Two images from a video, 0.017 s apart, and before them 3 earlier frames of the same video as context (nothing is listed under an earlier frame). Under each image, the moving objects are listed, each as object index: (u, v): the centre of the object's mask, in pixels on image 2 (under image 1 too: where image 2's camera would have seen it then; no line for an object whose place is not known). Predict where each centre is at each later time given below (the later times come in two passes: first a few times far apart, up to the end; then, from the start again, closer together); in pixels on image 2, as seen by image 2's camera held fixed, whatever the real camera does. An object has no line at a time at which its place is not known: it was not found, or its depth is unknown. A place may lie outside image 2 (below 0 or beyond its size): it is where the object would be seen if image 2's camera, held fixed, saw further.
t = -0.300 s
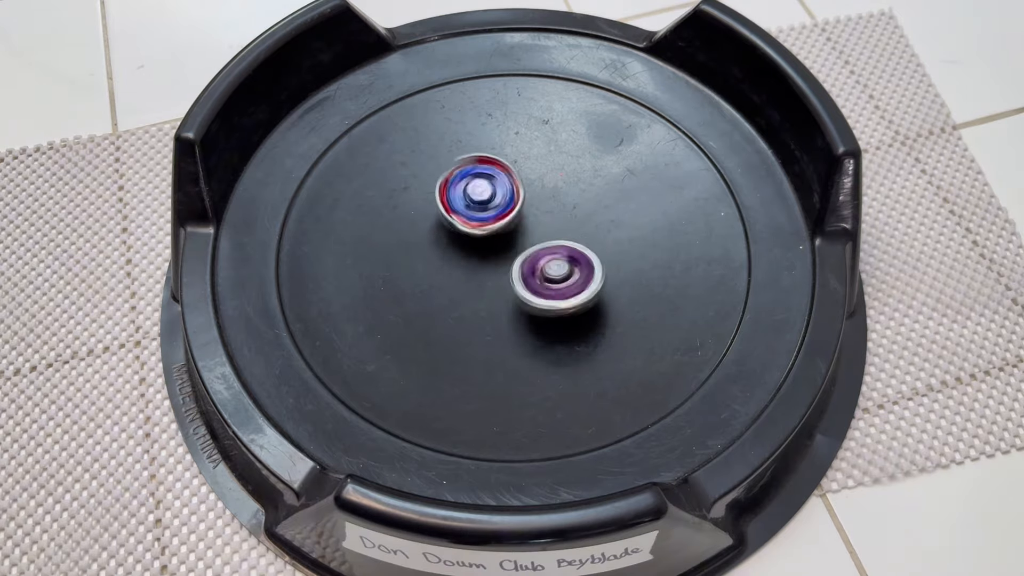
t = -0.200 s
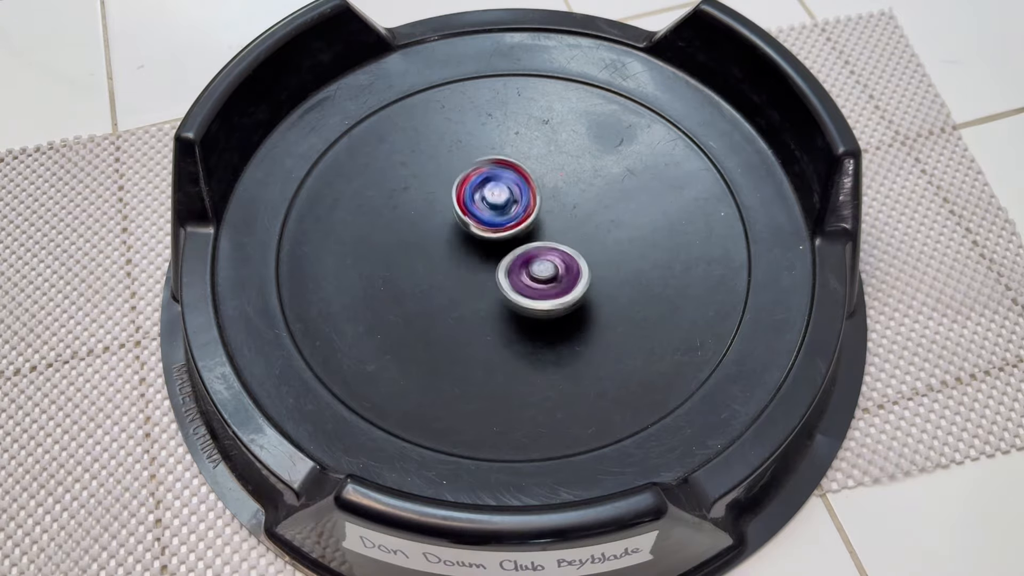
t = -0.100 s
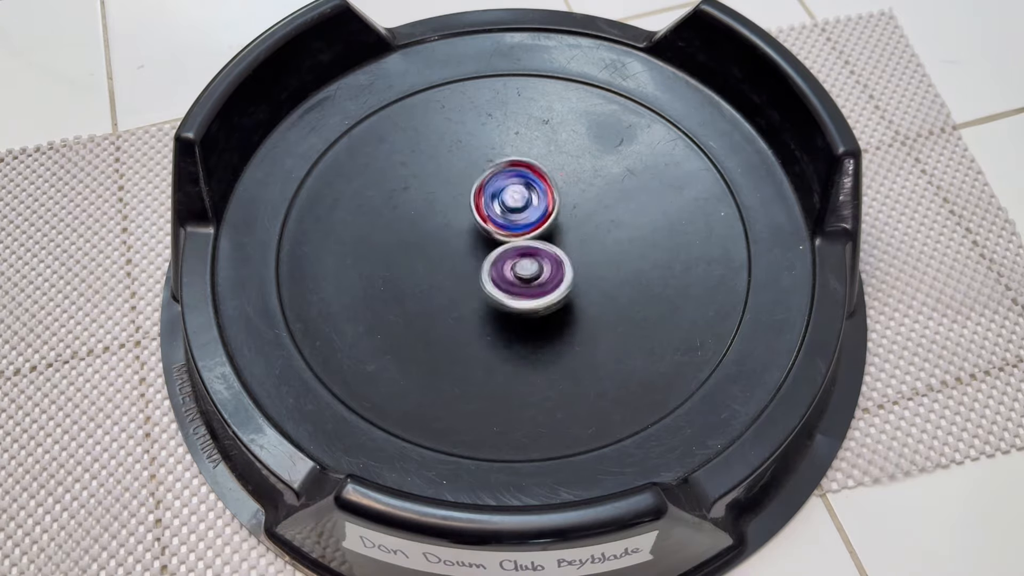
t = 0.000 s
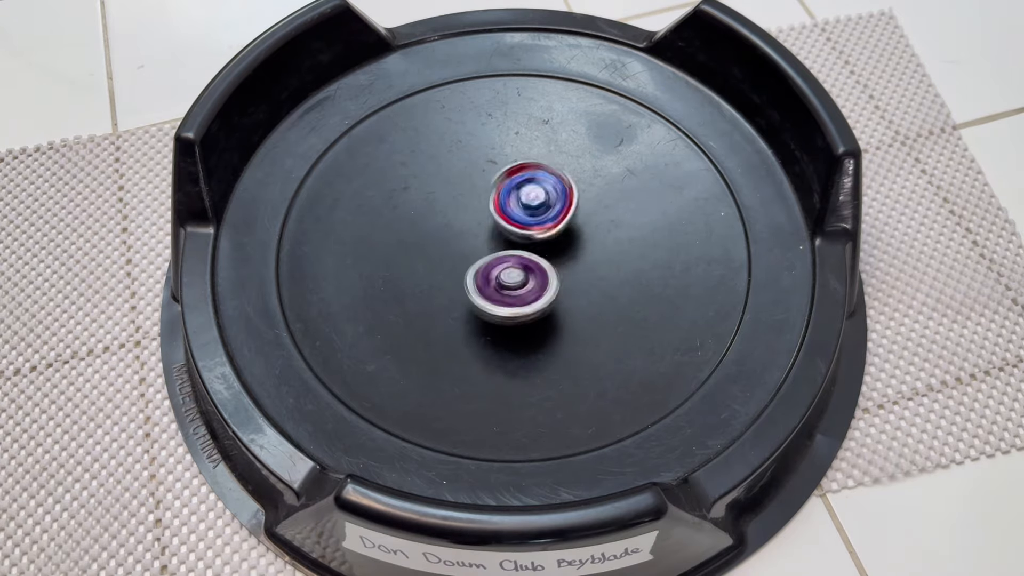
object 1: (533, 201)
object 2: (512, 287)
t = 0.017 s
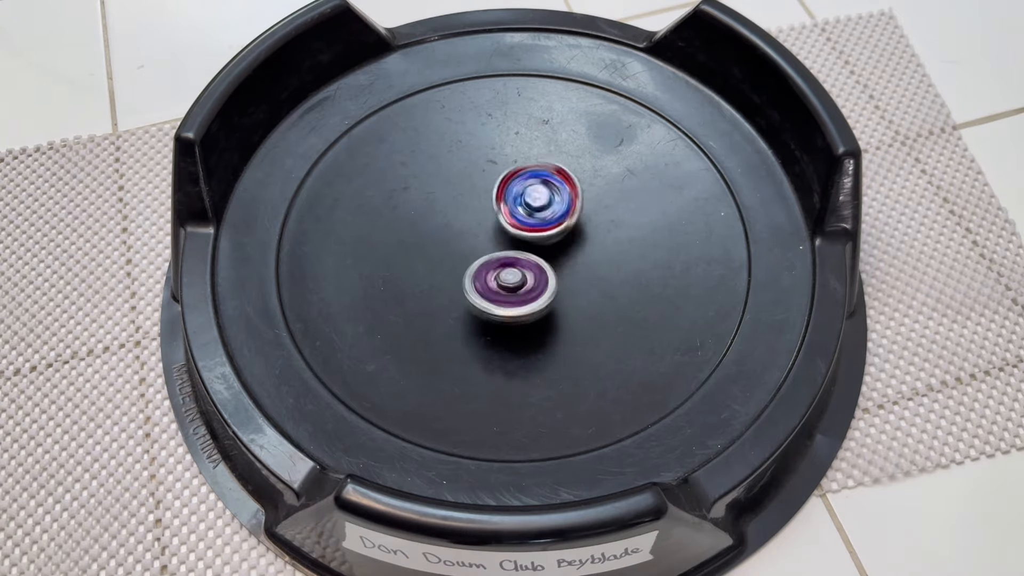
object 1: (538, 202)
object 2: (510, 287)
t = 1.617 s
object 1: (448, 235)
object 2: (553, 233)
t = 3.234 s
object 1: (491, 290)
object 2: (536, 223)
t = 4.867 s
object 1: (475, 207)
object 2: (547, 270)
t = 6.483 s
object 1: (476, 218)
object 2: (543, 245)
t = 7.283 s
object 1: (476, 218)
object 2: (543, 245)
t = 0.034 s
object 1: (540, 201)
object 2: (507, 287)
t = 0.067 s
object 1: (547, 203)
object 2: (504, 287)
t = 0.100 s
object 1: (552, 204)
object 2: (499, 286)
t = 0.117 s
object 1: (554, 204)
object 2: (497, 286)
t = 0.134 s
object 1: (555, 205)
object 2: (494, 285)
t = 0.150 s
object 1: (558, 206)
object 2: (492, 284)
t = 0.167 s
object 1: (559, 206)
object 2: (490, 283)
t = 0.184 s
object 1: (561, 208)
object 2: (488, 282)
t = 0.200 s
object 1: (562, 208)
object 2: (486, 281)
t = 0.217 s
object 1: (563, 210)
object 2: (485, 280)
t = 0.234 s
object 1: (565, 211)
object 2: (483, 279)
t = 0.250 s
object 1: (564, 212)
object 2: (481, 277)
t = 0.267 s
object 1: (565, 213)
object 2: (479, 276)
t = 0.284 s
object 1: (566, 214)
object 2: (478, 274)
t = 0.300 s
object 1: (565, 216)
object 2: (477, 272)
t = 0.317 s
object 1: (566, 218)
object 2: (476, 271)
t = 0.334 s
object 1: (564, 219)
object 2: (475, 268)
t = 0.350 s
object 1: (565, 221)
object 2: (475, 266)
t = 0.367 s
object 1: (564, 222)
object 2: (474, 265)
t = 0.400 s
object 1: (562, 226)
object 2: (474, 260)
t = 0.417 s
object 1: (561, 228)
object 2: (472, 258)
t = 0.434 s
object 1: (561, 231)
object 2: (473, 256)
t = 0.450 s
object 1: (566, 233)
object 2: (466, 254)
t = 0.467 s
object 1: (573, 236)
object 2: (460, 250)
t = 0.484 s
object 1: (575, 237)
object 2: (458, 247)
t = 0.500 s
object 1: (576, 238)
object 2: (458, 245)
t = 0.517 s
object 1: (579, 238)
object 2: (457, 243)
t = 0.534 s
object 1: (581, 239)
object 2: (456, 240)
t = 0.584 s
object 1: (590, 243)
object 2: (456, 234)
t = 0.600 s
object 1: (591, 244)
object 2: (457, 232)
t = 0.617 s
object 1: (595, 245)
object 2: (456, 230)
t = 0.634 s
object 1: (597, 246)
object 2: (457, 227)
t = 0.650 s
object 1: (599, 247)
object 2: (458, 225)
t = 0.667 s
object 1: (598, 248)
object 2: (458, 223)
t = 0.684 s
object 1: (599, 249)
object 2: (460, 221)
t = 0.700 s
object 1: (598, 250)
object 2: (461, 219)
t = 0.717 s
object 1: (600, 250)
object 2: (462, 217)
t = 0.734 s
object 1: (599, 251)
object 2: (464, 214)
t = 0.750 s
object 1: (600, 252)
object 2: (466, 213)
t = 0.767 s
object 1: (597, 252)
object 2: (467, 211)
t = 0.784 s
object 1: (597, 253)
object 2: (469, 209)
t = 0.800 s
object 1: (593, 253)
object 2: (471, 207)
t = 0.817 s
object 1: (592, 254)
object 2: (473, 206)
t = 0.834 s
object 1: (590, 254)
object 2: (475, 204)
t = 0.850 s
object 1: (588, 255)
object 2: (478, 203)
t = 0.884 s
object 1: (581, 256)
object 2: (482, 200)
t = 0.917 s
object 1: (576, 256)
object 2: (487, 198)
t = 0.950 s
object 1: (569, 258)
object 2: (493, 197)
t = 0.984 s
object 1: (558, 260)
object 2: (498, 196)
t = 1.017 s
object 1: (552, 260)
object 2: (503, 194)
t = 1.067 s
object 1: (541, 264)
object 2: (511, 189)
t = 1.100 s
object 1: (529, 265)
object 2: (517, 188)
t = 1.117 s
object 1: (526, 266)
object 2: (518, 188)
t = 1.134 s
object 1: (521, 267)
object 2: (521, 187)
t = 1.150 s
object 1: (519, 269)
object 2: (524, 187)
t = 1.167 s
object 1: (514, 270)
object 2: (526, 188)
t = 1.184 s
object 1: (512, 271)
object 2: (528, 188)
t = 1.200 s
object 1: (507, 272)
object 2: (531, 188)
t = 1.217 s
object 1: (503, 272)
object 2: (533, 188)
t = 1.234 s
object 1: (500, 273)
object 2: (535, 189)
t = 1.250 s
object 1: (497, 273)
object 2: (537, 190)
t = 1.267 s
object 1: (495, 273)
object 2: (540, 191)
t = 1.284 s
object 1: (491, 273)
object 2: (541, 192)
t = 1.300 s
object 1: (487, 274)
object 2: (543, 193)
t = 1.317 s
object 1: (480, 272)
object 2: (545, 195)
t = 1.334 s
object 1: (477, 272)
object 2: (547, 196)
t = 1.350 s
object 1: (473, 270)
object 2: (548, 197)
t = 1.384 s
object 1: (470, 269)
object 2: (551, 201)
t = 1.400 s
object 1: (468, 268)
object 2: (552, 203)
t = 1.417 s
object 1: (464, 267)
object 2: (554, 205)
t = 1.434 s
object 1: (461, 263)
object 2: (555, 207)
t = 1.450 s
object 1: (457, 261)
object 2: (555, 209)
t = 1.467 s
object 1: (455, 257)
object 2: (556, 211)
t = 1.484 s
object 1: (455, 256)
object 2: (556, 214)
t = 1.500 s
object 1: (453, 254)
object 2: (556, 216)
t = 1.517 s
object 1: (453, 253)
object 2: (556, 218)
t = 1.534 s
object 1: (450, 251)
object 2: (556, 221)
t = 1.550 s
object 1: (449, 247)
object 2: (556, 223)
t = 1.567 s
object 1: (448, 243)
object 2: (556, 225)
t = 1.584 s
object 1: (448, 240)
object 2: (555, 228)
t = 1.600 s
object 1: (448, 237)
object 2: (554, 231)
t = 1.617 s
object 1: (448, 235)
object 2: (553, 233)
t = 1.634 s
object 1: (448, 233)
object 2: (552, 235)
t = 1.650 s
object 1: (447, 229)
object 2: (550, 238)
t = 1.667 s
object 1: (449, 226)
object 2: (548, 240)
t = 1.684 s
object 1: (450, 222)
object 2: (547, 243)
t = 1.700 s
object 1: (452, 220)
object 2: (545, 245)
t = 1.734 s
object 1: (454, 217)
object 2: (541, 249)
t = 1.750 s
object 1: (455, 216)
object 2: (538, 252)
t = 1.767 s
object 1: (455, 213)
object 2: (536, 254)
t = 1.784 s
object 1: (458, 211)
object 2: (533, 256)
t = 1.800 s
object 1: (462, 208)
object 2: (531, 258)
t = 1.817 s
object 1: (466, 205)
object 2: (528, 260)
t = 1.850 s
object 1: (469, 201)
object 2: (524, 267)
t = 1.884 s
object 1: (473, 196)
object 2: (519, 272)
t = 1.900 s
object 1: (477, 194)
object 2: (517, 273)
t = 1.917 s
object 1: (480, 192)
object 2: (514, 275)
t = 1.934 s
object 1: (485, 191)
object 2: (511, 277)
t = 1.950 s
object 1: (488, 192)
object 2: (510, 278)
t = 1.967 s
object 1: (490, 192)
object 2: (507, 280)
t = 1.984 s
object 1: (491, 193)
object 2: (504, 281)
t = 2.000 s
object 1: (491, 191)
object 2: (502, 281)
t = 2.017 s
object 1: (493, 191)
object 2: (499, 283)
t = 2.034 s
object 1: (495, 190)
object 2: (496, 284)
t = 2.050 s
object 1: (500, 190)
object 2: (493, 284)
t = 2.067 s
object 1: (504, 192)
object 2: (492, 284)
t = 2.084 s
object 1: (508, 194)
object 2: (488, 285)
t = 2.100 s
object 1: (512, 196)
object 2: (485, 285)
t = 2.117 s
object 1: (513, 197)
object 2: (483, 285)
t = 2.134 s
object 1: (515, 199)
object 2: (481, 285)
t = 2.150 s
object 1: (515, 200)
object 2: (478, 284)
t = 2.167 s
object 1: (518, 201)
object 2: (475, 284)
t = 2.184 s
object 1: (520, 203)
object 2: (474, 284)
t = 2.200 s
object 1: (521, 205)
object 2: (471, 283)
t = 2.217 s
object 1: (524, 208)
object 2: (470, 282)
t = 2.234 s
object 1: (525, 210)
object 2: (468, 281)
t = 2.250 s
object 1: (526, 214)
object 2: (465, 280)
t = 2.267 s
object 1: (526, 217)
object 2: (464, 279)
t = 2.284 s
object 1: (527, 219)
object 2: (463, 277)
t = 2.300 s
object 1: (528, 222)
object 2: (461, 276)
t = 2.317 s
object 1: (531, 223)
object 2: (455, 276)
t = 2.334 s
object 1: (537, 224)
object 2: (446, 275)
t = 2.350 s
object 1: (539, 225)
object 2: (441, 274)
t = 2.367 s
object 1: (542, 226)
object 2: (438, 273)
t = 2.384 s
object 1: (544, 228)
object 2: (437, 272)
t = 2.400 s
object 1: (544, 232)
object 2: (436, 270)
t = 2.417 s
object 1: (544, 235)
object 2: (433, 270)
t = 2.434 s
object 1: (544, 239)
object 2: (431, 268)
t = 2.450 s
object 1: (542, 243)
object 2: (430, 266)
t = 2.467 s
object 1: (540, 246)
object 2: (429, 264)
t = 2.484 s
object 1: (538, 249)
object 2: (428, 263)
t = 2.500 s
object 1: (535, 249)
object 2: (427, 261)
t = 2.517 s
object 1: (533, 250)
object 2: (427, 259)
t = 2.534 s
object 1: (532, 250)
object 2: (426, 257)
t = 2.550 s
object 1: (532, 249)
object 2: (426, 255)
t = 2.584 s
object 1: (529, 253)
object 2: (427, 251)
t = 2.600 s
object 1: (526, 255)
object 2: (427, 249)
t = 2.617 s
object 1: (524, 257)
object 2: (428, 247)
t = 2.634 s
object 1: (524, 259)
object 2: (426, 244)
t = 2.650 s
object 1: (526, 260)
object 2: (423, 240)
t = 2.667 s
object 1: (526, 261)
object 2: (424, 236)
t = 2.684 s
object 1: (526, 263)
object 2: (426, 234)
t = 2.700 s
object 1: (524, 265)
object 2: (428, 233)
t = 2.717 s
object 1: (523, 266)
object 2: (429, 231)
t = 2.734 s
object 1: (521, 269)
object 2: (430, 230)
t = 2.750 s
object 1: (517, 270)
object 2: (432, 227)
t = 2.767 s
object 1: (513, 271)
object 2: (434, 226)
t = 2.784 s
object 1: (511, 273)
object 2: (436, 224)
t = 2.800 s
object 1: (508, 274)
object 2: (438, 222)
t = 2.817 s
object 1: (507, 275)
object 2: (440, 220)
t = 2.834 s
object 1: (508, 277)
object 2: (443, 218)
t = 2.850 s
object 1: (507, 279)
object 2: (446, 216)
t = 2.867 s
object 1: (507, 280)
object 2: (450, 215)
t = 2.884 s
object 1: (506, 282)
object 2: (454, 215)
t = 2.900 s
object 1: (506, 285)
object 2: (456, 214)
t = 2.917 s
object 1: (504, 286)
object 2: (460, 213)
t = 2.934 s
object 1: (504, 287)
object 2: (464, 212)
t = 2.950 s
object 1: (504, 287)
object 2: (469, 213)
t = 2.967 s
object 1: (503, 288)
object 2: (472, 212)
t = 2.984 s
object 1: (503, 288)
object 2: (475, 211)
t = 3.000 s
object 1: (504, 288)
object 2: (480, 212)
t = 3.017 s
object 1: (505, 288)
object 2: (484, 212)
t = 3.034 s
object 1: (504, 288)
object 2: (488, 211)
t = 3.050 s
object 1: (505, 287)
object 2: (492, 211)
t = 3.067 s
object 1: (505, 288)
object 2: (496, 213)
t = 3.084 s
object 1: (504, 287)
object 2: (501, 212)
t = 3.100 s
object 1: (503, 286)
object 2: (505, 212)
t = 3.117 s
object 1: (501, 289)
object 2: (510, 212)
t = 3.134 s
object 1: (500, 291)
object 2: (514, 213)
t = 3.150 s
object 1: (497, 292)
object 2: (518, 214)
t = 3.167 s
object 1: (495, 292)
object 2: (522, 215)
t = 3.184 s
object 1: (495, 291)
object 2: (526, 216)
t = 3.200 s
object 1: (494, 290)
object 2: (530, 218)
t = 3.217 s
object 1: (492, 289)
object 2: (532, 222)
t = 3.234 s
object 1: (491, 290)
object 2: (536, 223)
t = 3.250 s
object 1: (488, 291)
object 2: (543, 222)
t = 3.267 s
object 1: (483, 291)
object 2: (550, 222)
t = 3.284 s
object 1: (483, 292)
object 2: (553, 223)
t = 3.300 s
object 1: (485, 293)
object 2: (555, 225)
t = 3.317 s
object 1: (486, 293)
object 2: (558, 227)
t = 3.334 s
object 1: (486, 294)
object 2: (560, 229)
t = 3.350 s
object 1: (486, 295)
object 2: (562, 232)
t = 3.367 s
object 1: (485, 296)
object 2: (563, 235)
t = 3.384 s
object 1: (485, 297)
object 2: (564, 237)
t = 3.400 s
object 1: (484, 298)
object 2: (565, 239)
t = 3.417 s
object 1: (483, 299)
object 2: (566, 242)
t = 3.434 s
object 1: (482, 299)
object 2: (566, 245)
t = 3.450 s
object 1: (482, 300)
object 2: (566, 248)
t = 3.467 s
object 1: (481, 301)
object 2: (566, 250)
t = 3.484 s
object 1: (480, 302)
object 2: (566, 253)
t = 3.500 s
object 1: (480, 303)
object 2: (565, 256)
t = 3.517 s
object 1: (479, 303)
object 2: (564, 258)
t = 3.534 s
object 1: (479, 303)
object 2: (562, 261)
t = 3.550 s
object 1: (479, 303)
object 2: (561, 263)
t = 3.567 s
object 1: (477, 302)
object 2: (562, 265)
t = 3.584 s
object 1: (475, 302)
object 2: (562, 267)
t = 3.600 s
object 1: (472, 300)
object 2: (565, 269)
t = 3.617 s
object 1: (468, 296)
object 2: (569, 272)
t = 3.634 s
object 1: (464, 292)
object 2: (570, 275)
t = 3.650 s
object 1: (461, 289)
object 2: (568, 279)
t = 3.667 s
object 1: (458, 286)
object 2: (566, 280)
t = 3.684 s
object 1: (456, 283)
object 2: (564, 281)
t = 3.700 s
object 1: (453, 282)
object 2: (563, 281)
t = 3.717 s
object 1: (450, 277)
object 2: (563, 280)
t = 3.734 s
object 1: (449, 274)
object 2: (563, 281)
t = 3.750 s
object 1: (447, 271)
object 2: (562, 282)
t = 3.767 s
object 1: (447, 269)
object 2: (561, 283)
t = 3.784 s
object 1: (447, 268)
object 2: (559, 283)
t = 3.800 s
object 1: (448, 267)
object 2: (556, 282)
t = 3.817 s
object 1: (450, 266)
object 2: (555, 282)
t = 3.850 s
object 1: (453, 264)
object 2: (552, 282)
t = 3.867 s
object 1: (454, 264)
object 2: (550, 281)
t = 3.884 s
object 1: (456, 263)
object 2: (548, 280)
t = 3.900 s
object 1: (456, 261)
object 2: (549, 280)
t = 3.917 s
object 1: (457, 260)
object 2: (547, 281)
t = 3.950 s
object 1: (456, 254)
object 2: (548, 282)
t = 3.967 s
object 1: (455, 252)
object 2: (547, 282)
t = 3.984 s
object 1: (456, 250)
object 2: (546, 282)
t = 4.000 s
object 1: (458, 249)
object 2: (544, 281)
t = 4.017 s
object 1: (460, 248)
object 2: (544, 279)
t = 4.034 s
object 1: (462, 247)
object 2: (543, 277)
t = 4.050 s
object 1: (465, 245)
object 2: (545, 276)
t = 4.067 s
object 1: (468, 242)
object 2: (546, 275)
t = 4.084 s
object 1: (470, 240)
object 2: (547, 274)
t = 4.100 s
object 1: (472, 238)
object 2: (547, 273)
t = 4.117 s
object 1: (474, 237)
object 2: (546, 273)
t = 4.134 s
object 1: (474, 234)
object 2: (548, 273)
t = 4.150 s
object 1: (474, 231)
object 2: (548, 274)
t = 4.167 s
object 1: (475, 230)
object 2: (548, 274)
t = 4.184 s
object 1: (476, 229)
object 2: (547, 273)
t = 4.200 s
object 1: (477, 227)
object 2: (547, 272)
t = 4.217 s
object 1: (477, 226)
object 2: (546, 271)
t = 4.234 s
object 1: (478, 225)
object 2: (546, 269)
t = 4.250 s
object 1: (479, 224)
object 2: (548, 268)
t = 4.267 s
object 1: (481, 223)
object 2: (549, 266)
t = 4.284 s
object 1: (482, 223)
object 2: (551, 266)
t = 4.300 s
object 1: (482, 223)
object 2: (553, 266)
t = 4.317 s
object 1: (482, 223)
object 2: (553, 266)
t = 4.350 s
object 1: (481, 223)
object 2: (552, 266)
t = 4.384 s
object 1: (480, 223)
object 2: (551, 263)
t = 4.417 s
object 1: (480, 224)
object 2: (553, 261)
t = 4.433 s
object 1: (480, 224)
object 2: (554, 261)
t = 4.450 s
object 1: (480, 224)
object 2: (554, 260)
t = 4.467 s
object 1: (480, 224)
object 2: (555, 260)
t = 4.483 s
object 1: (480, 224)
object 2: (555, 260)
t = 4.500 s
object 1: (480, 224)
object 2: (555, 259)
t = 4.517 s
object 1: (480, 224)
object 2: (555, 259)
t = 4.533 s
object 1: (480, 224)
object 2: (554, 259)
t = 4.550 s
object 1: (480, 223)
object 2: (554, 259)
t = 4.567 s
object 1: (481, 223)
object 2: (553, 258)
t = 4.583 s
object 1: (481, 223)
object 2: (554, 257)
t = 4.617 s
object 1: (481, 223)
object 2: (554, 254)
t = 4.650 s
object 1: (480, 222)
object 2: (555, 254)
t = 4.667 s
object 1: (480, 221)
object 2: (554, 254)
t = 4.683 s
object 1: (480, 221)
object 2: (552, 254)
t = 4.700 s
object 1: (481, 220)
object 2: (551, 252)
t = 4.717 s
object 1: (482, 220)
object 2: (550, 251)
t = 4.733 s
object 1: (481, 219)
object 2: (550, 250)
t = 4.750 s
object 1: (478, 214)
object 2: (555, 254)
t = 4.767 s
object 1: (476, 211)
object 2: (559, 256)
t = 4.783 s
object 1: (475, 209)
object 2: (560, 259)
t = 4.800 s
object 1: (474, 207)
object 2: (560, 263)
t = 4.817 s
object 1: (474, 206)
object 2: (559, 266)
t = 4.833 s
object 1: (474, 206)
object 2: (555, 269)
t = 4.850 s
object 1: (475, 206)
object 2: (551, 270)
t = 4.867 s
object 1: (475, 207)
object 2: (547, 270)
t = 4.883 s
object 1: (475, 207)
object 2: (545, 269)
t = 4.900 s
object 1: (475, 207)
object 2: (543, 267)
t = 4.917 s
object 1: (475, 208)
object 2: (543, 266)
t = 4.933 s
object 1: (475, 208)
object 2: (542, 264)
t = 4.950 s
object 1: (475, 208)
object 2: (542, 262)
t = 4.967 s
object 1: (475, 209)
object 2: (542, 260)
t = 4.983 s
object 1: (475, 210)
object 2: (544, 259)
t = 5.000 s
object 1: (475, 210)
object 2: (544, 257)
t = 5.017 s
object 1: (475, 211)
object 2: (545, 256)
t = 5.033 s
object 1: (475, 212)
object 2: (546, 256)
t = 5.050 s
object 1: (474, 211)
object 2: (546, 257)
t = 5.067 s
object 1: (474, 210)
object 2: (547, 257)
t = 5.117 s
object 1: (474, 209)
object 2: (549, 257)
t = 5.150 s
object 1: (474, 209)
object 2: (551, 257)
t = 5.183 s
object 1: (474, 209)
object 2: (550, 256)
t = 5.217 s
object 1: (474, 211)
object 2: (552, 256)
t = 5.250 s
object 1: (475, 212)
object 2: (553, 254)
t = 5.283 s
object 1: (475, 214)
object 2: (555, 255)
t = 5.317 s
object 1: (476, 216)
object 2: (556, 255)
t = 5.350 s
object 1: (477, 218)
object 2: (556, 255)
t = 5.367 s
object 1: (478, 218)
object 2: (556, 255)
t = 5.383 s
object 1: (478, 218)
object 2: (556, 257)
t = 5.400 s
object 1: (477, 218)
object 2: (556, 257)
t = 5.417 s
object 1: (477, 218)
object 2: (555, 257)
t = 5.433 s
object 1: (476, 217)
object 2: (555, 257)
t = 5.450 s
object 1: (476, 216)
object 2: (554, 257)
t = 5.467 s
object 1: (475, 215)
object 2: (553, 257)
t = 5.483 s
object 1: (475, 215)
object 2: (551, 257)
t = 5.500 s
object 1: (475, 214)
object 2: (550, 257)
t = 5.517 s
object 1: (475, 214)
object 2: (549, 257)
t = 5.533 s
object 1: (475, 214)
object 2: (548, 256)
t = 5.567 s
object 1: (475, 214)
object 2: (546, 256)
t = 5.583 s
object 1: (475, 215)
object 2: (545, 255)
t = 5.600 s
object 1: (475, 215)
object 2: (544, 255)
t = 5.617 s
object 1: (476, 216)
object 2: (544, 254)
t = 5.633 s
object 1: (476, 217)
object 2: (543, 253)
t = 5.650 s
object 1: (476, 218)
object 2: (543, 251)
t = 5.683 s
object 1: (477, 218)
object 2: (543, 249)
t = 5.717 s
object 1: (477, 218)
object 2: (543, 246)
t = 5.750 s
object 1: (476, 217)
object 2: (544, 244)
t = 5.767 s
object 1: (476, 216)
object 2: (544, 243)
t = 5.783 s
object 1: (475, 216)
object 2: (545, 243)
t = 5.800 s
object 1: (475, 215)
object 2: (545, 242)
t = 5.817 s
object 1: (475, 215)
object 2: (546, 241)
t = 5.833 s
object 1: (475, 215)
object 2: (546, 241)
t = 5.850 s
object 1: (475, 215)
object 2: (546, 241)
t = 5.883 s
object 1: (476, 216)
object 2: (545, 242)
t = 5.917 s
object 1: (476, 218)
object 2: (545, 243)
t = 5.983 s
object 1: (476, 218)
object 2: (544, 243)
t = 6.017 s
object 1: (476, 217)
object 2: (544, 244)
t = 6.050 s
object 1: (475, 216)
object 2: (544, 244)
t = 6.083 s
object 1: (475, 216)
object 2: (544, 244)
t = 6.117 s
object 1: (475, 216)
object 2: (544, 244)
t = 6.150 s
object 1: (475, 216)
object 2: (543, 245)
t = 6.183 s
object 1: (476, 217)
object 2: (543, 245)
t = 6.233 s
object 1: (477, 218)
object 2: (543, 245)
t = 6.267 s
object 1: (476, 218)
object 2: (544, 245)
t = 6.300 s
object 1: (476, 217)
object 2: (543, 245)
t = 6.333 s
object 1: (476, 217)
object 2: (543, 245)
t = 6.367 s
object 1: (476, 217)
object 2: (543, 245)
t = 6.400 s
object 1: (476, 217)
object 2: (543, 245)
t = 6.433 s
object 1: (476, 217)
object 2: (543, 245)
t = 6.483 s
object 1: (476, 218)
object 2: (543, 245)
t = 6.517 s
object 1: (476, 218)
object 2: (543, 245)
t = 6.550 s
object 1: (476, 218)
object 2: (543, 245)
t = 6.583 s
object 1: (476, 217)
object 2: (543, 245)
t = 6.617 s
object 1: (476, 217)
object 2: (543, 245)
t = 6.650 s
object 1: (476, 218)
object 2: (543, 245)
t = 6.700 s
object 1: (476, 218)
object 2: (543, 245)
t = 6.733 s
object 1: (476, 218)
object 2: (543, 245)
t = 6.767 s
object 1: (476, 218)
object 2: (543, 245)
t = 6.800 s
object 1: (476, 218)
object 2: (543, 245)
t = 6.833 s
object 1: (476, 218)
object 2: (543, 245)
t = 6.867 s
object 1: (476, 218)
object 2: (543, 245)
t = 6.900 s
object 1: (476, 218)
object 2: (543, 245)
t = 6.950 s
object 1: (476, 218)
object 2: (543, 245)
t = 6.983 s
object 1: (476, 218)
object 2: (543, 245)
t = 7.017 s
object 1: (476, 218)
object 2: (543, 245)
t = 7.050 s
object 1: (476, 218)
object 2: (543, 245)
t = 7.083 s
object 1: (476, 218)
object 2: (543, 245)
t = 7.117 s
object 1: (476, 218)
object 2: (543, 245)
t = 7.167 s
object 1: (476, 218)
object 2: (543, 245)
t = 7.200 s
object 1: (476, 218)
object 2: (543, 245)
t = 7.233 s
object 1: (476, 218)
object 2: (543, 245)
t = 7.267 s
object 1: (476, 218)
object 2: (543, 245)
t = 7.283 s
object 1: (476, 218)
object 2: (543, 245)
